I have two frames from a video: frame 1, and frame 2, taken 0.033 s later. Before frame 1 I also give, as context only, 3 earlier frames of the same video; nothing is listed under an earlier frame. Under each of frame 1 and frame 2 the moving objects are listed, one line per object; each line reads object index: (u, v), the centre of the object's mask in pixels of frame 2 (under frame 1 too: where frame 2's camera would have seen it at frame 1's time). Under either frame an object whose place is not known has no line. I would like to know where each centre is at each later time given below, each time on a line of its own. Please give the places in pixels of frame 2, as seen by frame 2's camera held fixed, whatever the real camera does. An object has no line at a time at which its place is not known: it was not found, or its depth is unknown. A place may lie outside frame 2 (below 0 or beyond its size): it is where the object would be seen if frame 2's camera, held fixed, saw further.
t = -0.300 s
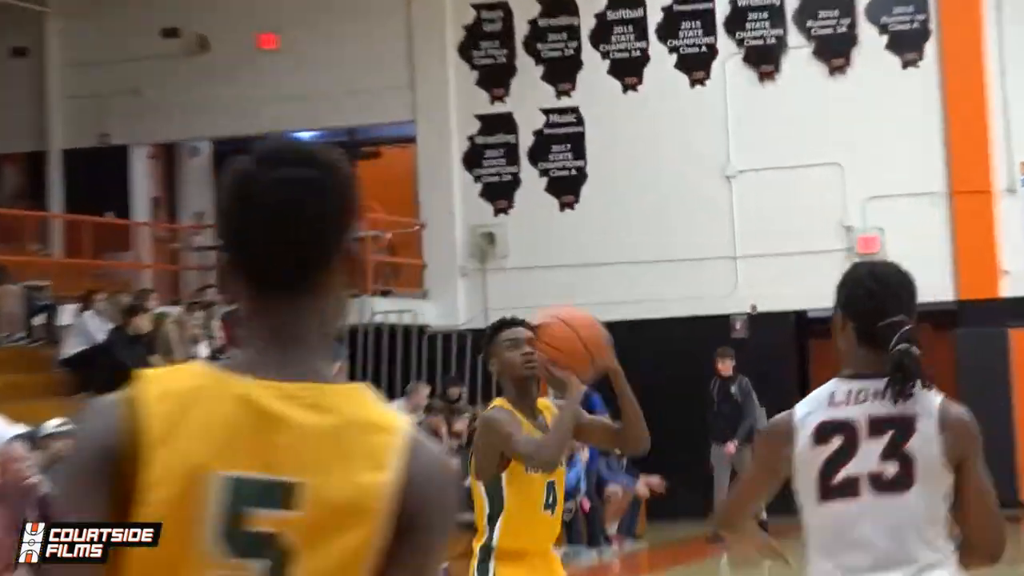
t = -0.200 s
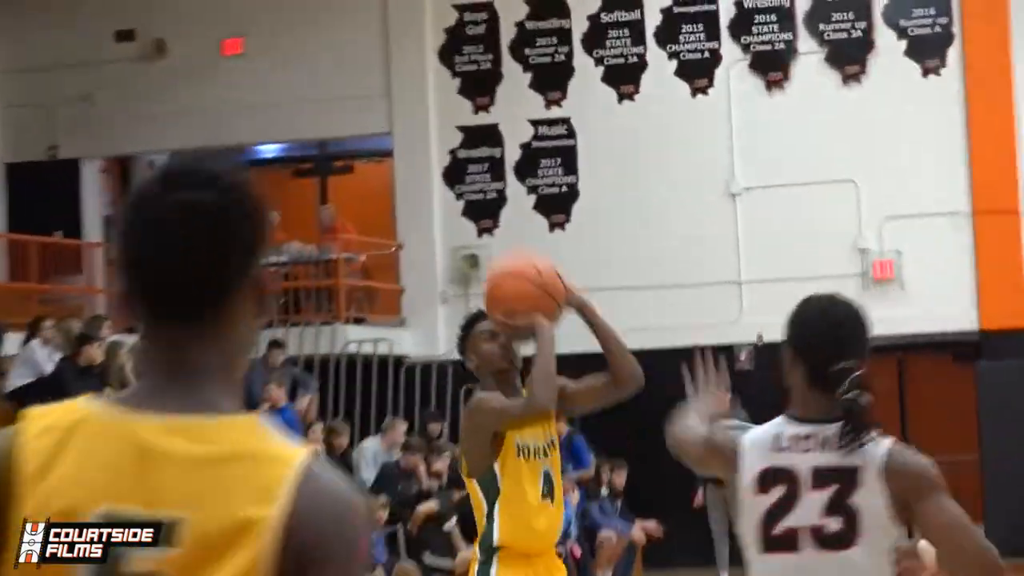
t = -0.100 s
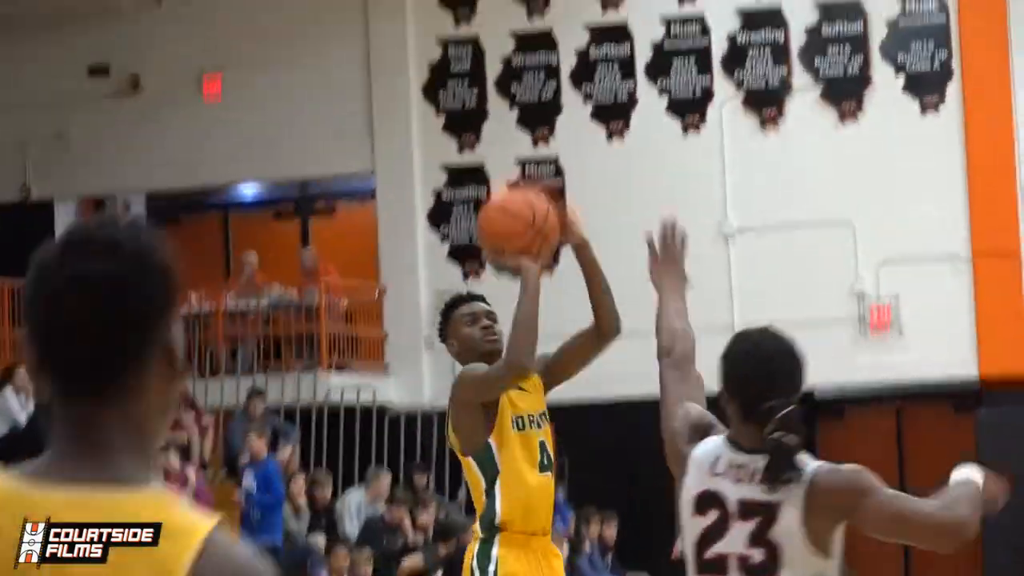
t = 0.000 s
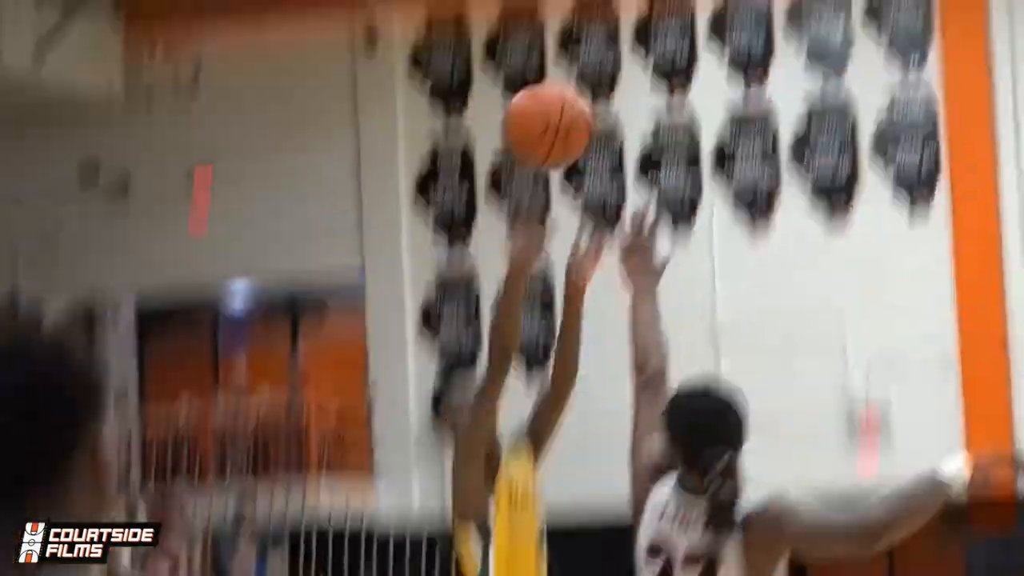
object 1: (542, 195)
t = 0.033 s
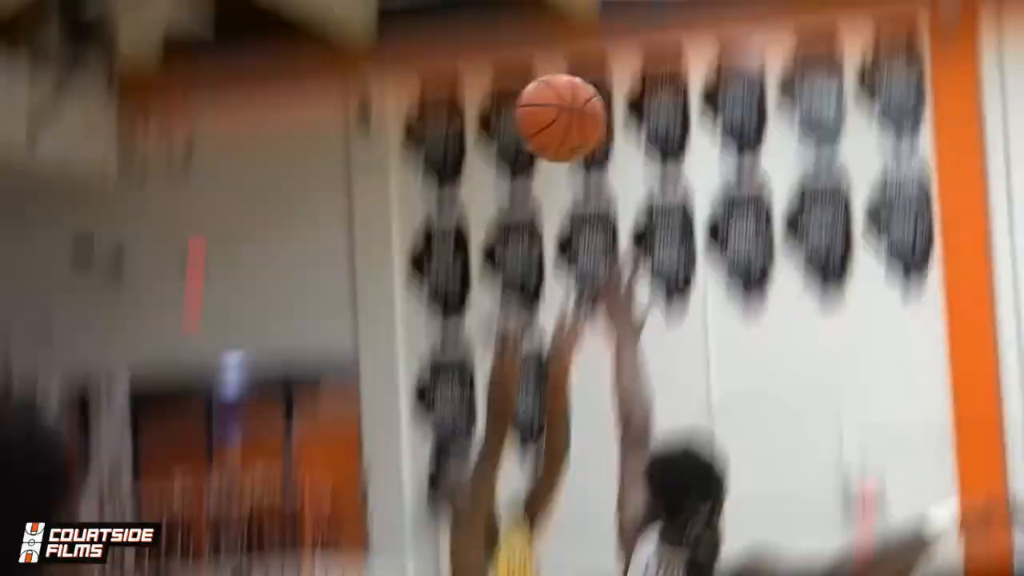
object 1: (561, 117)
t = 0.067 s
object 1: (580, 33)
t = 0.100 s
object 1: (605, -51)
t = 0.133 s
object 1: (632, -143)
